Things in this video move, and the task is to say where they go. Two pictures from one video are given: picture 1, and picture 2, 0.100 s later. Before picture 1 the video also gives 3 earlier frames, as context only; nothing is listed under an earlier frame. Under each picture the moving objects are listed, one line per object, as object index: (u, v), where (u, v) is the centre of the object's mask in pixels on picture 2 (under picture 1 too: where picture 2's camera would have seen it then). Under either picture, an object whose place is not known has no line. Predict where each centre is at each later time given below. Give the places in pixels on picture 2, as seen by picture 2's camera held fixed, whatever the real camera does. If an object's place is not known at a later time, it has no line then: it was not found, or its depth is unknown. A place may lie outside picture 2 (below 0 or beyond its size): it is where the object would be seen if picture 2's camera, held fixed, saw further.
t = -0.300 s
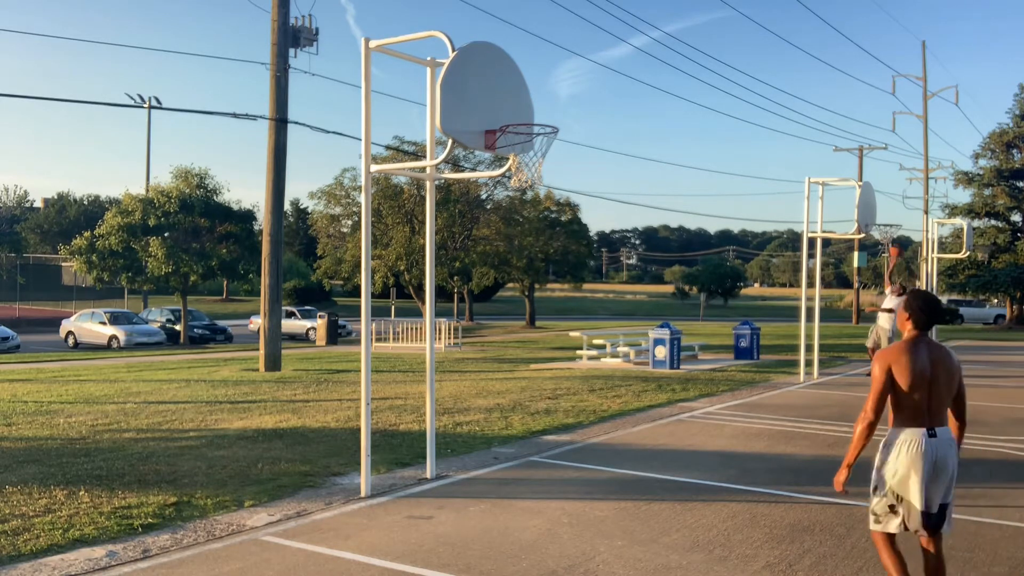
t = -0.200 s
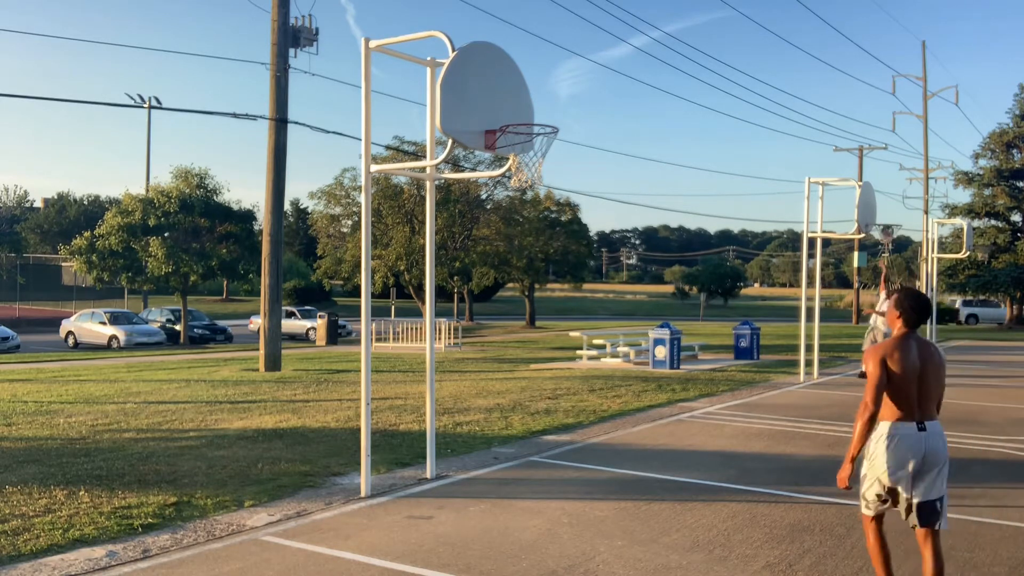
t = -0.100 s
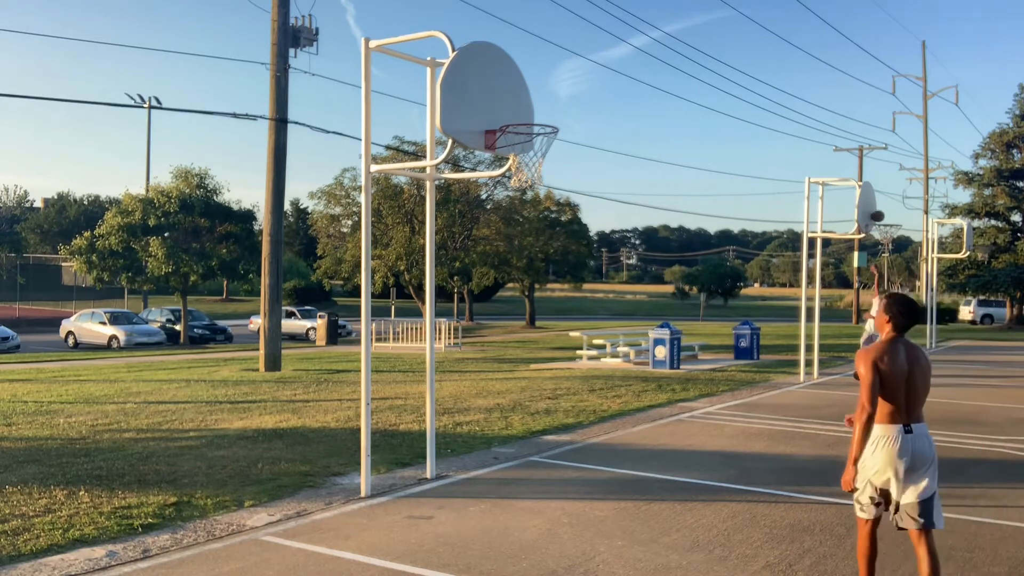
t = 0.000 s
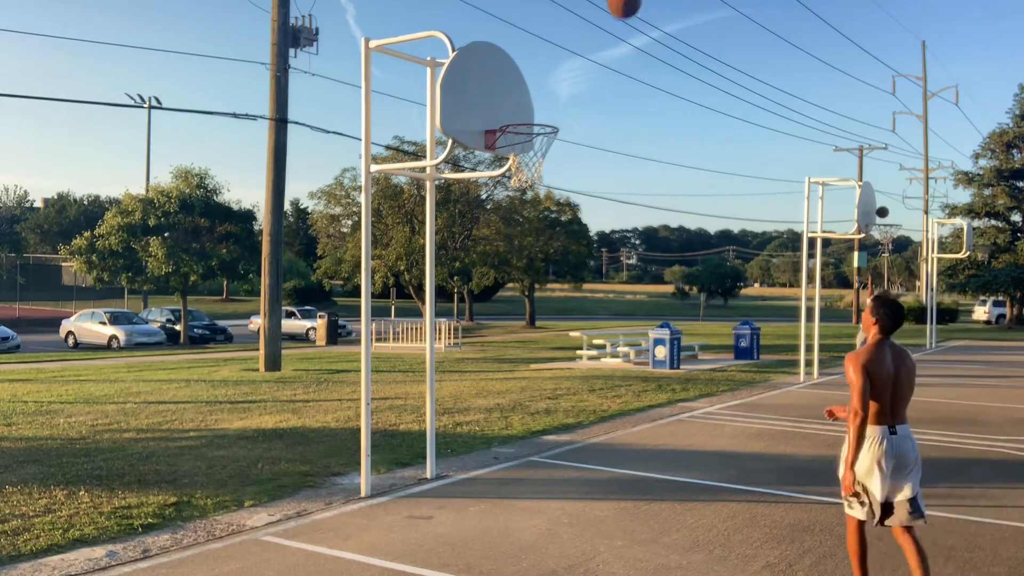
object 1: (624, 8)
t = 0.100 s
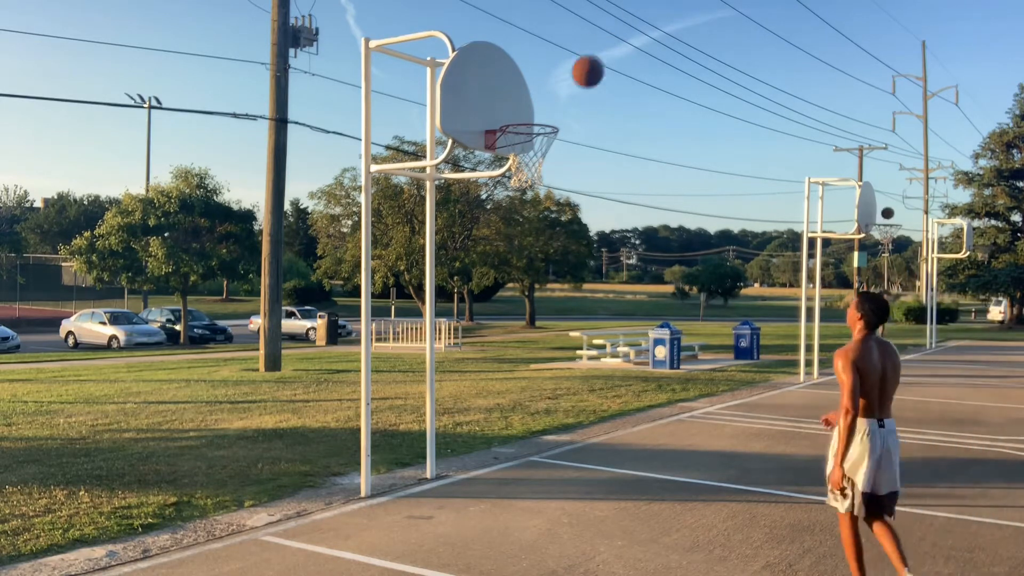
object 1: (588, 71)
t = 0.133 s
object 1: (576, 95)
